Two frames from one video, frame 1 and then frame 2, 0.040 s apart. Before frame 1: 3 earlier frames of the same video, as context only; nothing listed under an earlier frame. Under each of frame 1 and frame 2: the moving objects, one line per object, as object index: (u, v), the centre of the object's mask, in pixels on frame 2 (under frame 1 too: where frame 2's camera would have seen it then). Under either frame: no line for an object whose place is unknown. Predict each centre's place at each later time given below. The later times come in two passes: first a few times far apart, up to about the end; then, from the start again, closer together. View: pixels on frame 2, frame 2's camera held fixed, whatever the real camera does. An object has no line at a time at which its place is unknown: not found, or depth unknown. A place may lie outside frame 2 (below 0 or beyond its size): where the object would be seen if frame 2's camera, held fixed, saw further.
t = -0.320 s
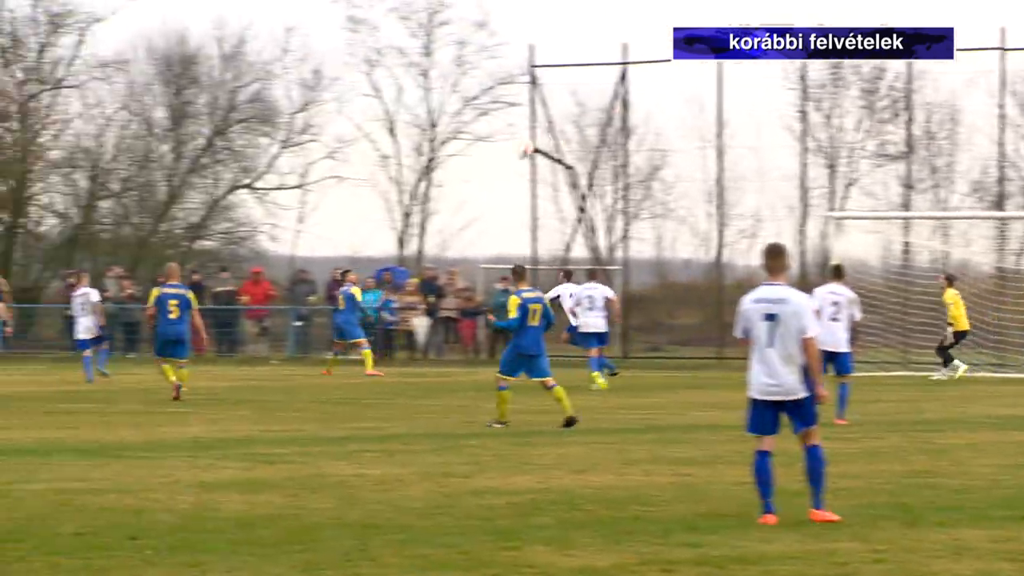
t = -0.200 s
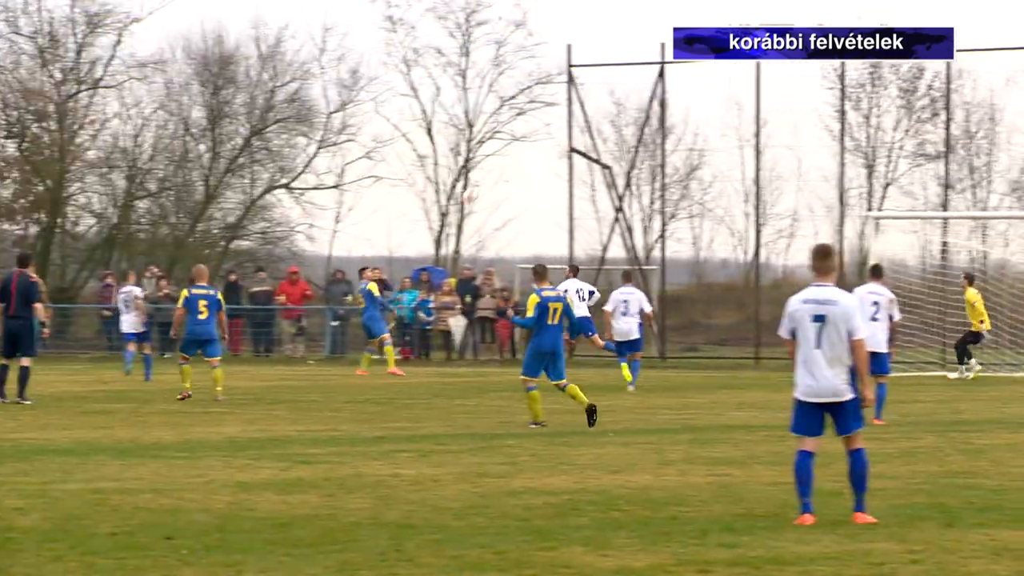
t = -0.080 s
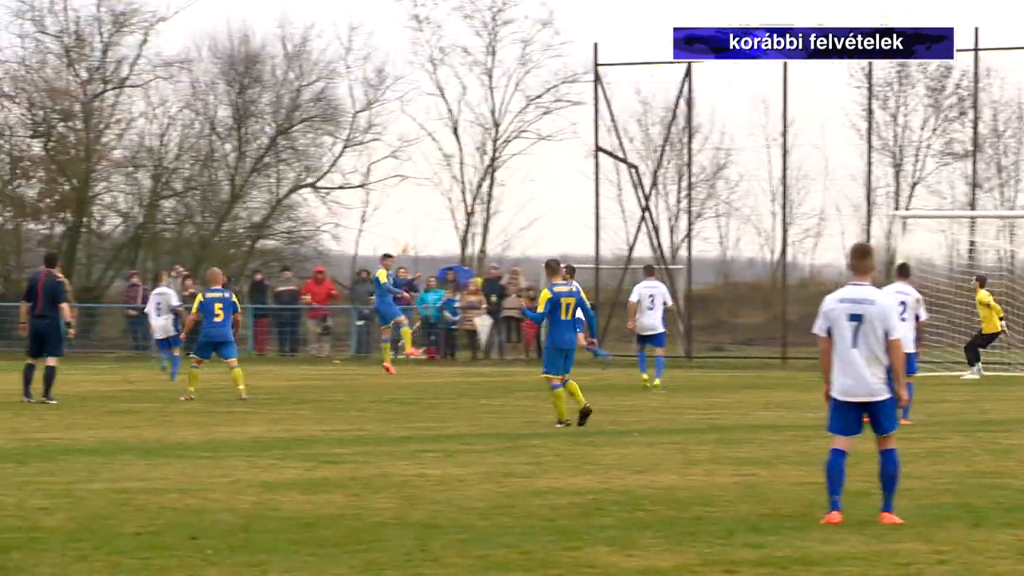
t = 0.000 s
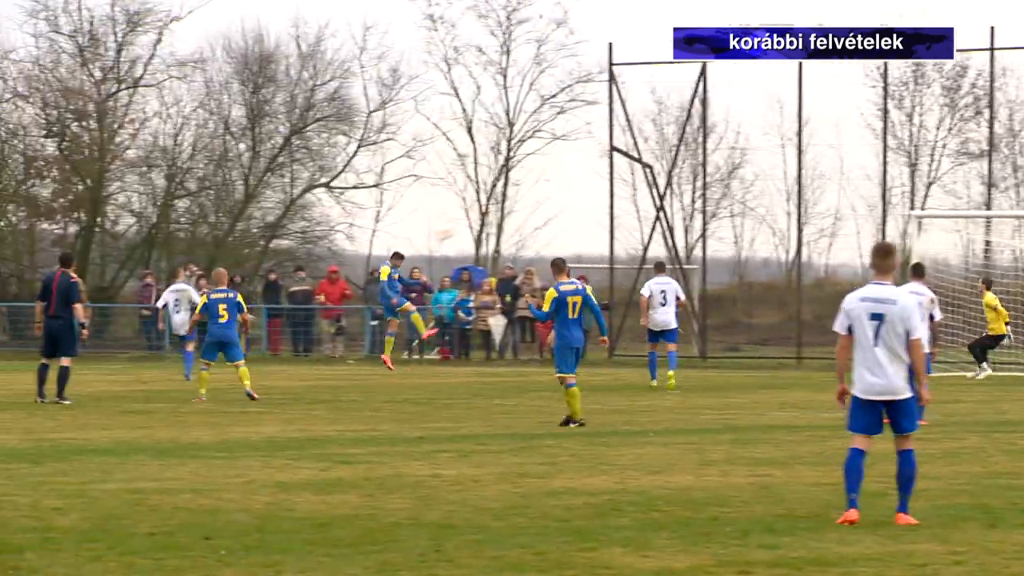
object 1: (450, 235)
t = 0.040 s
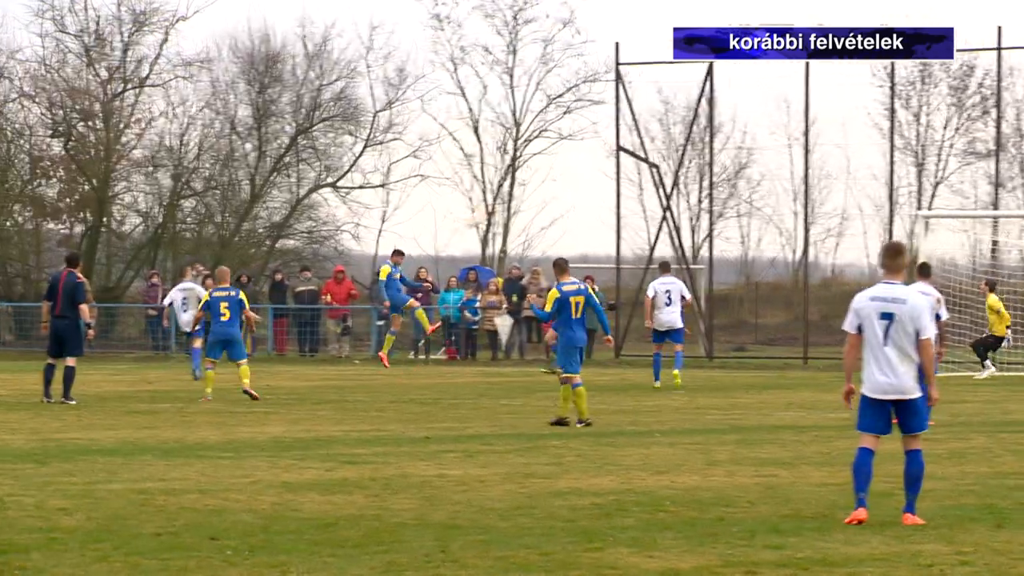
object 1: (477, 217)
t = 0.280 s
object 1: (615, 162)
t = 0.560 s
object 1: (777, 135)
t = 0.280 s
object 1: (615, 162)
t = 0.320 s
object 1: (639, 155)
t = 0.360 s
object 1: (662, 148)
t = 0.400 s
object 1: (684, 143)
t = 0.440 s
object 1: (706, 139)
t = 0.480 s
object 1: (730, 138)
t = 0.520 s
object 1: (753, 136)
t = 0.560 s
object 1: (777, 135)
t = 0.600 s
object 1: (801, 133)
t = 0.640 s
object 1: (825, 134)
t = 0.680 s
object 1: (847, 134)
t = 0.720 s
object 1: (870, 137)
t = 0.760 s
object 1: (895, 139)
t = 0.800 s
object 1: (919, 144)
